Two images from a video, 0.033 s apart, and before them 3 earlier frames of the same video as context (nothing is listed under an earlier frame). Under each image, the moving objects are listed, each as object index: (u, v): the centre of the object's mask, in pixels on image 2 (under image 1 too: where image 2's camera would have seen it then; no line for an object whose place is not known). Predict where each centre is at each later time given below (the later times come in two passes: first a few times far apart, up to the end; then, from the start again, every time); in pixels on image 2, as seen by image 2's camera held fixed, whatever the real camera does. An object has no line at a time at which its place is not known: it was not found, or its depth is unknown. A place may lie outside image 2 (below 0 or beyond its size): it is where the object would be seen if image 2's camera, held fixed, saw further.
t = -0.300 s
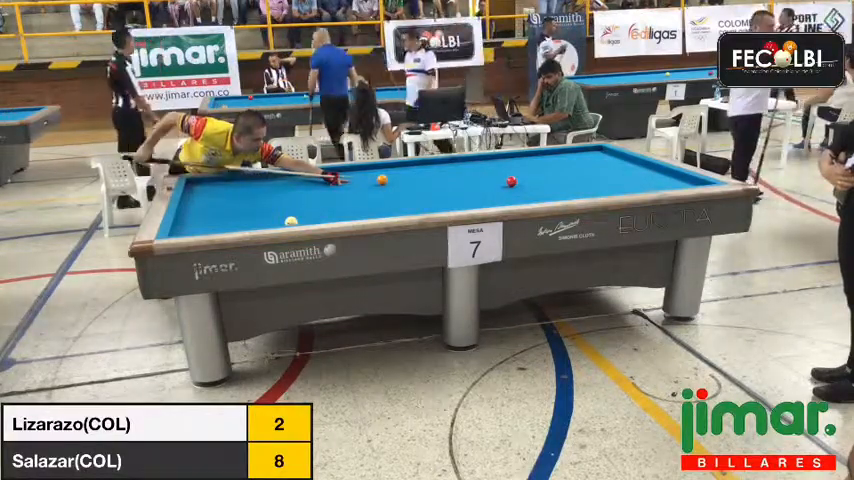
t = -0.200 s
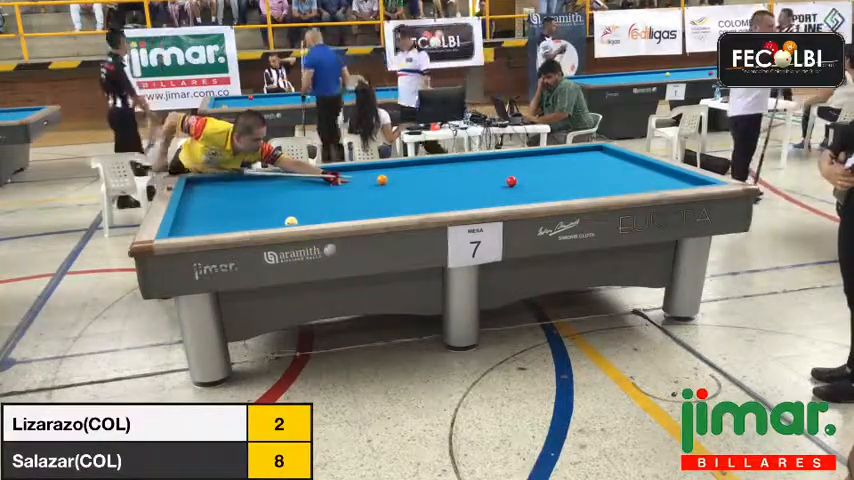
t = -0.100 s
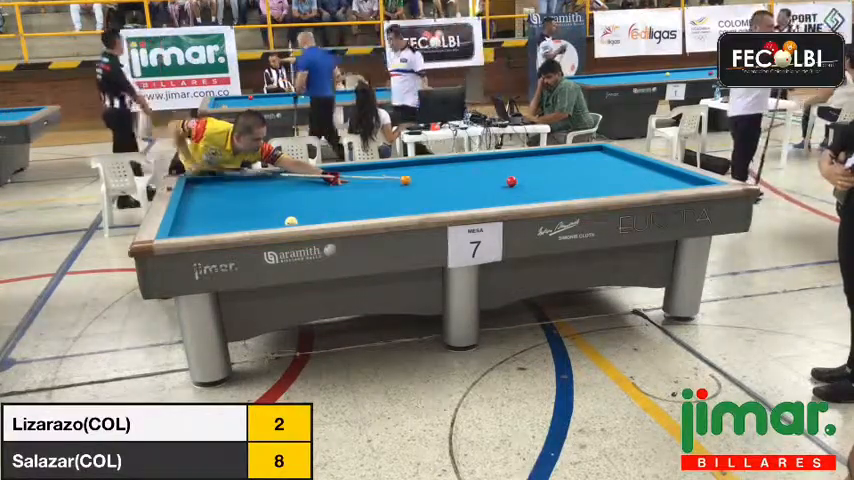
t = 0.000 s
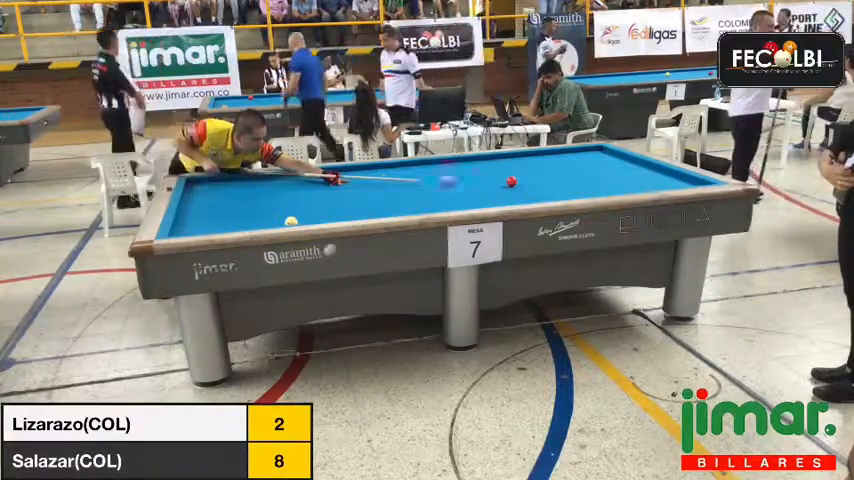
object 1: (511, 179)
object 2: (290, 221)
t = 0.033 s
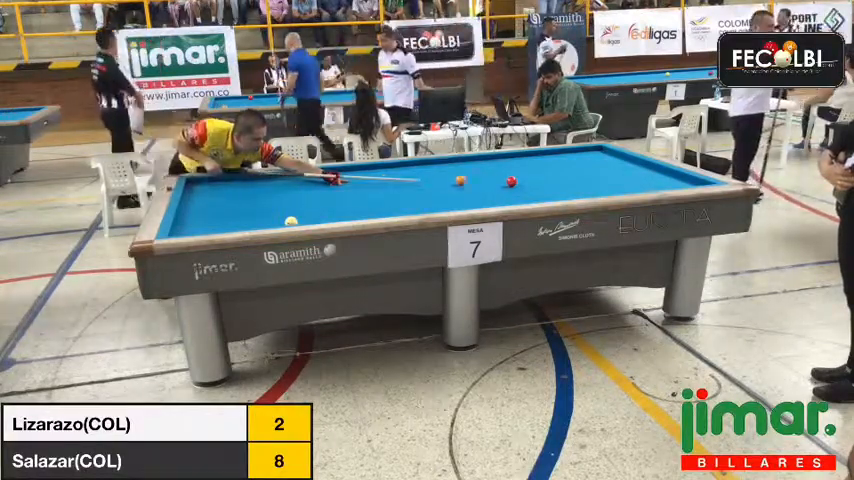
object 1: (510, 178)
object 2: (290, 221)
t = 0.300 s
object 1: (550, 186)
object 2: (290, 221)
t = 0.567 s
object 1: (600, 191)
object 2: (290, 221)
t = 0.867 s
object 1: (603, 184)
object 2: (290, 221)
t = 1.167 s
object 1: (611, 175)
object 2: (290, 221)
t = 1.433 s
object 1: (615, 169)
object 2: (290, 221)
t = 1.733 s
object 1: (620, 163)
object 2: (290, 221)
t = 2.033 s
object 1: (622, 158)
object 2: (290, 221)
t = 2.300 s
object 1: (611, 154)
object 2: (290, 221)
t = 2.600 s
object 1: (592, 150)
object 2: (290, 221)
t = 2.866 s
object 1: (575, 150)
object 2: (290, 221)
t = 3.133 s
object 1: (568, 151)
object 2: (291, 221)
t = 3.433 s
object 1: (564, 152)
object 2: (290, 221)
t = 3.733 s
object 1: (557, 155)
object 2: (290, 221)
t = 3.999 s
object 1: (552, 157)
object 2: (290, 221)
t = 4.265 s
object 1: (546, 160)
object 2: (290, 221)
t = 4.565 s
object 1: (542, 162)
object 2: (290, 221)
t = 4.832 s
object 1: (536, 165)
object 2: (290, 221)
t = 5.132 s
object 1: (531, 167)
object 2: (290, 221)
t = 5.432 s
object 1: (526, 169)
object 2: (290, 221)
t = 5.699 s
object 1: (520, 172)
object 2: (290, 221)
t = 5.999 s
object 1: (516, 173)
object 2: (291, 221)
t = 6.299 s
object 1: (511, 176)
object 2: (302, 220)
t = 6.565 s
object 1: (508, 177)
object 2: (312, 219)
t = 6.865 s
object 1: (503, 180)
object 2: (323, 218)
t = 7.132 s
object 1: (500, 181)
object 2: (331, 217)
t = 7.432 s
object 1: (496, 182)
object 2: (339, 217)
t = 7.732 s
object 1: (492, 184)
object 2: (346, 216)
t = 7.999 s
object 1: (489, 185)
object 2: (353, 215)
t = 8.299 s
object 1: (486, 187)
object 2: (358, 215)
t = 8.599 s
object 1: (484, 188)
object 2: (363, 214)
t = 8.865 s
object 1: (481, 189)
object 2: (366, 214)
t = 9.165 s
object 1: (478, 190)
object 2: (369, 214)
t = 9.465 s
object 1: (476, 190)
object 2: (372, 213)
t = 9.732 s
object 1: (476, 191)
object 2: (373, 213)
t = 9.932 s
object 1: (475, 191)
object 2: (373, 213)
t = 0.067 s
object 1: (511, 178)
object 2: (290, 221)
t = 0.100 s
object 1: (511, 179)
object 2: (290, 221)
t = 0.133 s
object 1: (512, 179)
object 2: (290, 221)
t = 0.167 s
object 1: (517, 178)
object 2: (290, 221)
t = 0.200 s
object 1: (526, 182)
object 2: (290, 221)
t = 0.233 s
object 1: (534, 184)
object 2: (290, 221)
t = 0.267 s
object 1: (542, 185)
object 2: (290, 221)
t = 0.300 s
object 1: (550, 186)
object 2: (290, 221)
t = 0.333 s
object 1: (558, 187)
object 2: (290, 221)
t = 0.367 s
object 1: (566, 188)
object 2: (290, 221)
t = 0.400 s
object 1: (572, 188)
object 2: (290, 221)
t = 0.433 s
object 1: (582, 190)
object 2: (290, 221)
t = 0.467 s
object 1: (591, 193)
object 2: (290, 221)
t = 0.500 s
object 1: (600, 192)
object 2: (290, 221)
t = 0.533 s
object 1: (600, 192)
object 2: (290, 221)
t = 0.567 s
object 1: (600, 191)
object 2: (290, 221)
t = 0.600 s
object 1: (600, 191)
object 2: (290, 221)
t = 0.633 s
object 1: (600, 190)
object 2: (290, 221)
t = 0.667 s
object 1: (600, 189)
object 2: (290, 221)
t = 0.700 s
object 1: (600, 188)
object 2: (290, 221)
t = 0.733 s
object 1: (601, 187)
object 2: (290, 221)
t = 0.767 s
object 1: (601, 186)
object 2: (290, 221)
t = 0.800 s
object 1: (602, 185)
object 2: (290, 221)
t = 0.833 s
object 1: (603, 184)
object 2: (290, 221)
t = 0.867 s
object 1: (603, 184)
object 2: (290, 221)
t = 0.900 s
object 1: (604, 183)
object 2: (290, 221)
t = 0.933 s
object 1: (605, 181)
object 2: (290, 221)
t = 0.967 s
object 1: (606, 181)
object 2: (290, 221)
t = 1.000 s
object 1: (606, 180)
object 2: (290, 221)
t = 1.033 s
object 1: (607, 180)
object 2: (290, 221)
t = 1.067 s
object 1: (608, 178)
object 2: (290, 221)
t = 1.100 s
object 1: (609, 177)
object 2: (290, 221)
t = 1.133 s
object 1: (610, 175)
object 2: (290, 221)
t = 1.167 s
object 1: (611, 175)
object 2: (290, 221)
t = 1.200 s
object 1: (611, 174)
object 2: (290, 221)
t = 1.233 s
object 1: (612, 173)
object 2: (290, 221)
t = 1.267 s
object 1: (612, 173)
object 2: (290, 221)
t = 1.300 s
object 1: (613, 173)
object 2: (290, 221)
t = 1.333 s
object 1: (614, 171)
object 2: (290, 221)
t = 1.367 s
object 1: (614, 171)
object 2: (290, 221)
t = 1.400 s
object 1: (615, 169)
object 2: (290, 221)
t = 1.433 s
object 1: (615, 169)
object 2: (290, 221)
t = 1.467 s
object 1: (616, 168)
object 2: (290, 221)
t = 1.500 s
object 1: (616, 167)
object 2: (290, 221)
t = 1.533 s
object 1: (617, 166)
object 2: (290, 221)
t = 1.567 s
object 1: (618, 165)
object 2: (290, 221)
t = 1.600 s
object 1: (618, 164)
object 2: (290, 221)
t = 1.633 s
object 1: (619, 164)
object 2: (290, 221)
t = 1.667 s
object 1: (619, 164)
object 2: (290, 221)
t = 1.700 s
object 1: (619, 163)
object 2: (290, 221)
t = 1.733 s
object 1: (620, 163)
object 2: (290, 221)
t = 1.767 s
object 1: (621, 162)
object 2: (290, 221)
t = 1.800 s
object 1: (622, 160)
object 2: (290, 221)
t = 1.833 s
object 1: (622, 160)
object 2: (290, 221)
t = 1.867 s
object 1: (622, 160)
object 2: (290, 221)
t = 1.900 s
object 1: (622, 160)
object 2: (290, 221)
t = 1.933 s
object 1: (620, 157)
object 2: (290, 221)
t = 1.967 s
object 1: (621, 158)
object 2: (290, 221)
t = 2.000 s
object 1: (622, 158)
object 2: (290, 221)
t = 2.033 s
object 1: (622, 158)
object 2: (290, 221)
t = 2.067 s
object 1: (622, 156)
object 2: (290, 221)
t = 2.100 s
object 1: (622, 156)
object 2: (290, 221)
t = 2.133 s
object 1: (620, 155)
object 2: (290, 221)
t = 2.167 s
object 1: (619, 155)
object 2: (290, 221)
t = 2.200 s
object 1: (619, 155)
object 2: (290, 221)
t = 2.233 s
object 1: (616, 154)
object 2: (290, 221)
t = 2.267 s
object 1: (615, 154)
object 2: (290, 221)
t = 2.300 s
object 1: (611, 154)
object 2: (290, 221)
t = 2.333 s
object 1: (608, 154)
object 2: (290, 221)
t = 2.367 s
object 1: (608, 153)
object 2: (290, 221)
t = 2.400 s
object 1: (604, 152)
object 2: (290, 221)
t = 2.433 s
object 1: (603, 152)
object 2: (290, 221)
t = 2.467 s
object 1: (600, 152)
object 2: (290, 221)
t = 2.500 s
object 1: (599, 152)
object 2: (290, 221)
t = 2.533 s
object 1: (596, 152)
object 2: (290, 221)
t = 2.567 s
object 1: (595, 152)
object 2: (290, 221)
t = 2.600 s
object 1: (592, 150)
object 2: (290, 221)
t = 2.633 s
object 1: (588, 150)
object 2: (290, 221)
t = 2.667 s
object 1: (588, 150)
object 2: (290, 221)
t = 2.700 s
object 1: (586, 151)
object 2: (290, 221)
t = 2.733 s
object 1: (583, 150)
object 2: (290, 221)
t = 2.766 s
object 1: (580, 150)
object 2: (290, 221)
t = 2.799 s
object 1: (579, 149)
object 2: (290, 221)
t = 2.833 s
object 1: (577, 149)
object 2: (291, 221)
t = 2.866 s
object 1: (575, 150)
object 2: (290, 221)
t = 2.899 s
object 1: (575, 150)
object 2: (290, 221)
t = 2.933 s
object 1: (575, 150)
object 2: (291, 221)
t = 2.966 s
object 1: (571, 150)
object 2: (290, 221)
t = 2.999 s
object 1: (570, 151)
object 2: (291, 221)
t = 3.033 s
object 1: (570, 151)
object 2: (291, 221)
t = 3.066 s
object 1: (570, 151)
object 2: (291, 221)
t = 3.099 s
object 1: (568, 151)
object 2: (291, 221)
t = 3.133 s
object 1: (568, 151)
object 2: (291, 221)
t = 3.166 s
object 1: (567, 151)
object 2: (291, 221)
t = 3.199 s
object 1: (567, 151)
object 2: (291, 221)
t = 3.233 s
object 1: (566, 151)
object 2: (290, 221)
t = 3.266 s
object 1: (566, 151)
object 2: (291, 221)
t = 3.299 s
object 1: (566, 151)
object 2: (291, 221)
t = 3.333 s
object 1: (565, 151)
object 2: (290, 221)
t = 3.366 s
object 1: (564, 152)
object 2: (290, 221)
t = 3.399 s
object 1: (564, 152)
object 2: (290, 221)
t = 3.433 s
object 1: (564, 152)
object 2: (290, 221)
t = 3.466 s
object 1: (561, 153)
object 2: (290, 221)
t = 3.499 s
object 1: (561, 154)
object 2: (290, 221)
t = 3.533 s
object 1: (561, 153)
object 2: (290, 221)
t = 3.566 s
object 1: (561, 153)
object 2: (290, 221)
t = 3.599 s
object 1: (559, 155)
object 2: (290, 221)
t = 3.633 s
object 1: (559, 155)
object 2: (290, 221)
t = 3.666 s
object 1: (558, 155)
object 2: (290, 221)
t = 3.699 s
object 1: (557, 155)
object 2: (290, 221)
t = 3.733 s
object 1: (557, 155)
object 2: (290, 221)
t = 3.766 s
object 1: (556, 156)
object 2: (290, 221)
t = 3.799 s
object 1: (556, 156)
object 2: (290, 221)
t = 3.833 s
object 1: (556, 156)
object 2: (290, 221)
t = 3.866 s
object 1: (555, 157)
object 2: (290, 221)
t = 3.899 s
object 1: (554, 157)
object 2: (290, 221)
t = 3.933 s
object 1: (554, 157)
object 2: (290, 221)
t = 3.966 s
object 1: (554, 157)
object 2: (290, 221)
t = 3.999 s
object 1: (552, 157)
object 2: (290, 221)
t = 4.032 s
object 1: (550, 158)
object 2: (290, 221)
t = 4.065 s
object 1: (550, 158)
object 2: (290, 221)
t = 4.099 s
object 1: (550, 158)
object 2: (290, 221)
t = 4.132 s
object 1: (548, 159)
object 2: (290, 221)
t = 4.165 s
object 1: (548, 159)
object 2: (290, 221)
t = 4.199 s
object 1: (548, 159)
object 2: (290, 221)
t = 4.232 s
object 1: (548, 159)
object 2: (290, 221)
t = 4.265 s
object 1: (546, 160)
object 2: (290, 221)
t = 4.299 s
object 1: (545, 160)
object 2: (290, 221)
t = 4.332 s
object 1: (545, 161)
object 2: (290, 221)
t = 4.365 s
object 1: (545, 161)
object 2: (290, 221)
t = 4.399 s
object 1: (544, 161)
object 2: (290, 221)
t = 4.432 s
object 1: (544, 161)
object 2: (290, 221)
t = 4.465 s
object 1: (544, 161)
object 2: (290, 221)
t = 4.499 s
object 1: (543, 162)
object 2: (290, 221)
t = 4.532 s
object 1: (543, 162)
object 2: (290, 221)
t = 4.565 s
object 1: (542, 162)
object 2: (290, 221)
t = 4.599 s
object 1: (542, 162)
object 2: (290, 221)
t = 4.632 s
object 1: (541, 162)
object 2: (290, 221)
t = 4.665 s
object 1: (541, 162)
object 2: (290, 221)
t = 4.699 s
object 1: (540, 163)
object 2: (290, 221)
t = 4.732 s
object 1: (539, 163)
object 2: (290, 221)
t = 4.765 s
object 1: (538, 164)
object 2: (290, 221)
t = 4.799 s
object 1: (538, 164)
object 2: (290, 221)
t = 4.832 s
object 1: (536, 165)
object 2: (290, 221)
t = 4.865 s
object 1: (536, 165)
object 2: (290, 221)
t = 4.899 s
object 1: (535, 166)
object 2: (290, 221)
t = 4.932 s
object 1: (534, 165)
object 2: (290, 221)
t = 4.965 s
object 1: (534, 165)
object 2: (290, 221)
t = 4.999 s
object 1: (533, 166)
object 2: (290, 221)
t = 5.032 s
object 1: (533, 166)
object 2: (290, 221)
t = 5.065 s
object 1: (533, 166)
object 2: (290, 221)
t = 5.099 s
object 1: (531, 167)
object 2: (290, 221)
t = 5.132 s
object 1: (531, 167)
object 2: (290, 221)
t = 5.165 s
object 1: (530, 168)
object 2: (290, 221)
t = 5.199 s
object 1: (530, 168)
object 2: (290, 221)
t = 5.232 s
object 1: (529, 168)
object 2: (290, 221)
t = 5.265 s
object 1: (528, 168)
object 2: (290, 221)
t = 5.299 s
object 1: (528, 168)
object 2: (290, 221)
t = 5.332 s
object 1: (527, 169)
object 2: (290, 221)
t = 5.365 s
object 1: (526, 169)
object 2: (290, 221)
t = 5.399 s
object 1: (526, 169)
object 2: (290, 221)
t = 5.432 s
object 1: (526, 169)
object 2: (290, 221)
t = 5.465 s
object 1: (525, 170)
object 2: (290, 221)
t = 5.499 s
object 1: (524, 170)
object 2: (290, 221)
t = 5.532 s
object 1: (524, 170)
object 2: (290, 221)
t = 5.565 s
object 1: (524, 170)
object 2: (290, 221)
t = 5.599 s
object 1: (523, 170)
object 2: (290, 221)
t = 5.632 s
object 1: (523, 170)
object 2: (290, 221)
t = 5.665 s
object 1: (521, 172)
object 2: (290, 221)
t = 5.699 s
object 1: (520, 172)
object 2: (290, 221)
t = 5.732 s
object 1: (520, 172)
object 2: (290, 221)
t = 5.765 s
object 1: (520, 172)
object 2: (291, 221)
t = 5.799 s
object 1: (520, 172)
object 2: (290, 221)
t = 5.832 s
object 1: (519, 172)
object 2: (290, 221)
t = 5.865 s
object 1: (518, 172)
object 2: (291, 221)
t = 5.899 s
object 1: (518, 172)
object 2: (291, 221)
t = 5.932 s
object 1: (517, 173)
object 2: (291, 221)
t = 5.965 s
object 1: (517, 173)
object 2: (291, 221)
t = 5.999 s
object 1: (516, 173)
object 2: (291, 221)
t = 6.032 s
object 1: (516, 173)
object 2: (292, 221)
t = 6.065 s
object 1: (516, 174)
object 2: (293, 221)
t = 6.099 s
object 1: (516, 174)
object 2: (294, 221)
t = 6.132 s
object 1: (515, 174)
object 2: (295, 221)
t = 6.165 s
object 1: (513, 175)
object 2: (297, 220)
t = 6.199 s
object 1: (513, 175)
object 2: (298, 220)
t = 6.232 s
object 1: (513, 175)
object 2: (300, 220)
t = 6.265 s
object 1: (511, 176)
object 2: (301, 220)
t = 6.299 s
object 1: (511, 176)
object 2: (302, 220)
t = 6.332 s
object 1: (511, 176)
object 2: (304, 219)
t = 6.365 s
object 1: (511, 176)
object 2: (305, 219)
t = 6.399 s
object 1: (510, 176)
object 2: (305, 220)
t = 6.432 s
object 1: (509, 177)
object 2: (307, 219)
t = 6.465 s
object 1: (509, 177)
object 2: (308, 219)
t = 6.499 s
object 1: (509, 177)
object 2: (310, 219)
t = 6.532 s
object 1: (508, 177)
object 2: (311, 219)
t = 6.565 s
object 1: (508, 177)
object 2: (312, 219)
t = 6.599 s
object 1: (508, 177)
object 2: (313, 219)
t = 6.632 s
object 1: (508, 177)
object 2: (314, 219)
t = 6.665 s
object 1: (505, 178)
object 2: (315, 219)
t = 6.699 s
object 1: (505, 179)
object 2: (316, 219)
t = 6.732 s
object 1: (505, 178)
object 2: (318, 219)
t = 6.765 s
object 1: (505, 178)
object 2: (319, 219)
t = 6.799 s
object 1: (504, 179)
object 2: (321, 218)
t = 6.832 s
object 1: (503, 179)
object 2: (322, 218)
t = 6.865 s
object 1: (503, 180)
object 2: (323, 218)
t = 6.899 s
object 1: (503, 180)
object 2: (323, 218)
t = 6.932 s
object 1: (502, 180)
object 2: (324, 218)
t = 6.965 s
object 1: (502, 180)
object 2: (326, 218)
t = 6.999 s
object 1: (501, 180)
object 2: (326, 217)
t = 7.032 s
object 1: (501, 180)
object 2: (328, 218)
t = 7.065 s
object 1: (500, 181)
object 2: (329, 218)
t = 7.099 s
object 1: (500, 181)
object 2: (329, 218)
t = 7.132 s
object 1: (500, 181)
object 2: (331, 217)
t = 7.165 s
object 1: (498, 182)
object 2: (331, 217)
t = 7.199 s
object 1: (498, 182)
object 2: (333, 217)
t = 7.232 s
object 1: (498, 181)
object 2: (333, 217)
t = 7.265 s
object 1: (498, 181)
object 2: (335, 217)
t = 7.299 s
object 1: (498, 182)
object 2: (335, 217)
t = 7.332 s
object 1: (496, 182)
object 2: (335, 217)
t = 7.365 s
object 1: (496, 182)
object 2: (337, 217)
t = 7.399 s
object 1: (496, 182)
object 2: (339, 217)
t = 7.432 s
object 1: (496, 182)
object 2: (339, 217)
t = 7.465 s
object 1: (495, 183)
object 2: (341, 217)
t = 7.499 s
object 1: (495, 183)
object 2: (341, 216)
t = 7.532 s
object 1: (494, 183)
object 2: (342, 217)
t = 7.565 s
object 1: (494, 183)
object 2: (343, 216)
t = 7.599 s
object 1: (494, 183)
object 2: (344, 216)
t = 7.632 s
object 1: (494, 183)
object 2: (344, 216)
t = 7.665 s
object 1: (494, 183)
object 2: (345, 216)
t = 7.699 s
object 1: (492, 185)
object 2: (346, 216)
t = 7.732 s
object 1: (492, 184)
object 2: (346, 216)
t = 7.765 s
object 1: (492, 184)
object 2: (348, 216)
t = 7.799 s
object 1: (491, 184)
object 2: (348, 216)
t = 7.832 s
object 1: (491, 184)
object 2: (350, 216)
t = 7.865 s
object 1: (490, 185)
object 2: (350, 216)
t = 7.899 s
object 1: (490, 185)
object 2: (351, 215)
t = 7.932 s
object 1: (490, 185)
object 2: (352, 215)
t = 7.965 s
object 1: (490, 185)
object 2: (352, 215)
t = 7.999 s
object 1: (489, 185)
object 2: (353, 215)
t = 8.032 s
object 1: (489, 185)
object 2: (354, 215)
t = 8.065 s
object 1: (488, 185)
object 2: (354, 215)
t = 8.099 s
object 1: (488, 186)
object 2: (355, 215)
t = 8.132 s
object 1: (488, 186)
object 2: (355, 215)
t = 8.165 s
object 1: (488, 186)
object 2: (356, 215)
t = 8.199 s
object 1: (488, 186)
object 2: (357, 215)
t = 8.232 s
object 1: (486, 187)
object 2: (357, 215)
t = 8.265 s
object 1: (486, 187)
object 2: (357, 215)
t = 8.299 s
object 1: (486, 187)
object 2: (358, 215)
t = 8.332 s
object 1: (484, 188)
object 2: (358, 215)
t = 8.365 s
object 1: (484, 188)
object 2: (359, 214)
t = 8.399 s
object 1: (484, 187)
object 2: (360, 215)
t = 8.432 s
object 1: (484, 187)
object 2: (360, 215)
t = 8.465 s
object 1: (484, 187)
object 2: (361, 215)
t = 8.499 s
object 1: (484, 187)
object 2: (361, 214)
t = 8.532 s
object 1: (484, 188)
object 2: (362, 214)
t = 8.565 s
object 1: (484, 188)
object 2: (362, 214)
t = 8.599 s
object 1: (484, 188)
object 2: (363, 214)
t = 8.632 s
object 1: (484, 188)
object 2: (363, 214)
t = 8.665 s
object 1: (483, 188)
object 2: (364, 214)
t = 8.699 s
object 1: (482, 188)
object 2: (365, 214)
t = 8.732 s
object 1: (482, 188)
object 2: (365, 214)
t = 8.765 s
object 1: (481, 189)
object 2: (365, 214)
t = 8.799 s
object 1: (481, 189)
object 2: (366, 214)
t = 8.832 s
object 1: (481, 189)
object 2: (366, 214)
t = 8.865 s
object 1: (481, 189)
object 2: (366, 214)
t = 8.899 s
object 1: (480, 189)
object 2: (367, 214)
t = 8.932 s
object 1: (480, 189)
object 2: (367, 214)
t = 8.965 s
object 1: (480, 189)
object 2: (368, 214)
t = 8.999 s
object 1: (480, 189)
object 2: (368, 214)
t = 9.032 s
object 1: (480, 189)
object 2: (368, 214)
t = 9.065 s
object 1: (479, 189)
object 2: (369, 214)
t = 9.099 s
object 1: (479, 189)
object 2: (369, 214)
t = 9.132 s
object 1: (479, 190)
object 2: (369, 214)
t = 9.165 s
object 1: (478, 190)
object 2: (369, 214)
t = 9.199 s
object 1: (478, 190)
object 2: (370, 213)
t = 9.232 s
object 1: (478, 190)
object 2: (370, 213)
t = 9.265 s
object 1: (478, 190)
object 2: (370, 213)
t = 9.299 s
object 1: (478, 190)
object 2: (371, 213)
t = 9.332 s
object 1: (478, 190)
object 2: (371, 213)
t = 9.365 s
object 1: (477, 190)
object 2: (371, 213)
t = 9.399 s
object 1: (477, 190)
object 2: (371, 213)
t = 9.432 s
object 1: (477, 190)
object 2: (372, 213)
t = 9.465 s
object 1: (476, 190)
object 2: (372, 213)
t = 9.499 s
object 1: (476, 190)
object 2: (372, 213)
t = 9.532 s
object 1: (476, 190)
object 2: (372, 213)
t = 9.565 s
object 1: (476, 190)
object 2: (372, 213)
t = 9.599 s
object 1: (476, 190)
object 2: (372, 213)
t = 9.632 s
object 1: (476, 190)
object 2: (372, 213)
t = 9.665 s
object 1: (476, 190)
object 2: (372, 213)
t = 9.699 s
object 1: (476, 190)
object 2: (372, 213)
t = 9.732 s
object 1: (476, 191)
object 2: (373, 213)
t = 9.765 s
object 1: (476, 191)
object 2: (373, 213)
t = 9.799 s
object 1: (475, 191)
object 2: (373, 213)
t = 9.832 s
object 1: (475, 191)
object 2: (373, 213)
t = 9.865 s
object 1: (475, 191)
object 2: (373, 213)
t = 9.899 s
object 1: (475, 191)
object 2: (373, 213)
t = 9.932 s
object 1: (475, 191)
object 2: (373, 213)
